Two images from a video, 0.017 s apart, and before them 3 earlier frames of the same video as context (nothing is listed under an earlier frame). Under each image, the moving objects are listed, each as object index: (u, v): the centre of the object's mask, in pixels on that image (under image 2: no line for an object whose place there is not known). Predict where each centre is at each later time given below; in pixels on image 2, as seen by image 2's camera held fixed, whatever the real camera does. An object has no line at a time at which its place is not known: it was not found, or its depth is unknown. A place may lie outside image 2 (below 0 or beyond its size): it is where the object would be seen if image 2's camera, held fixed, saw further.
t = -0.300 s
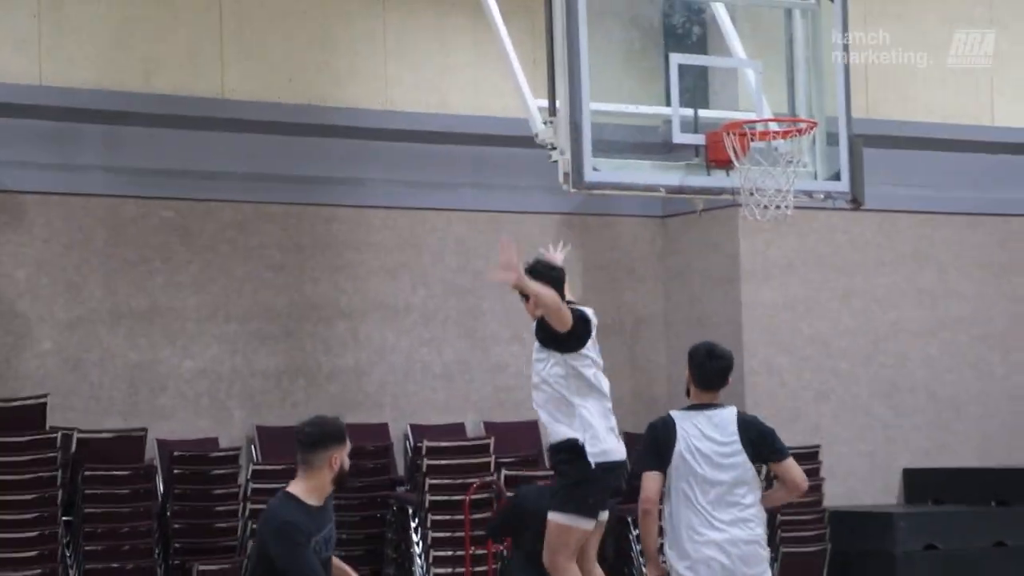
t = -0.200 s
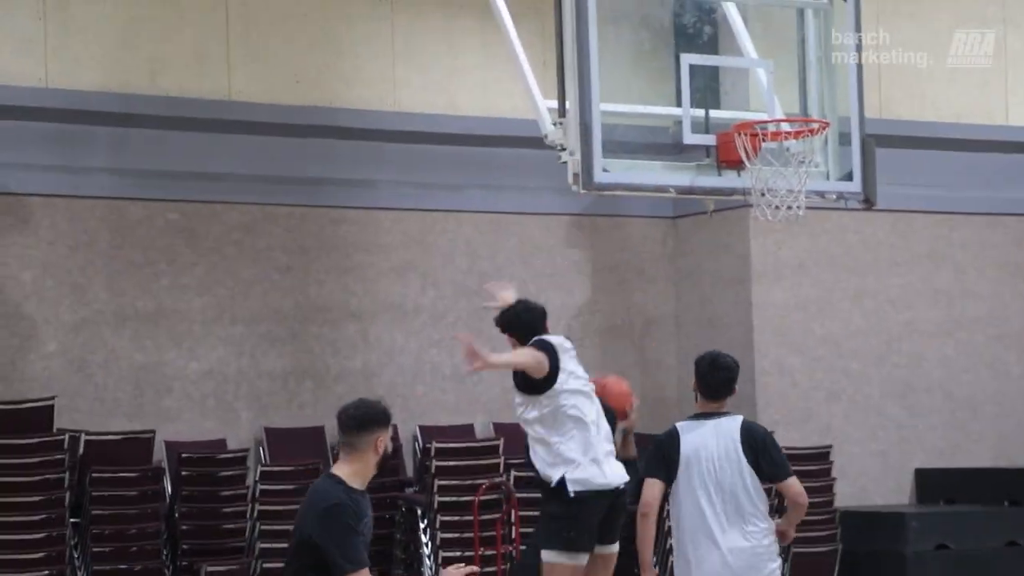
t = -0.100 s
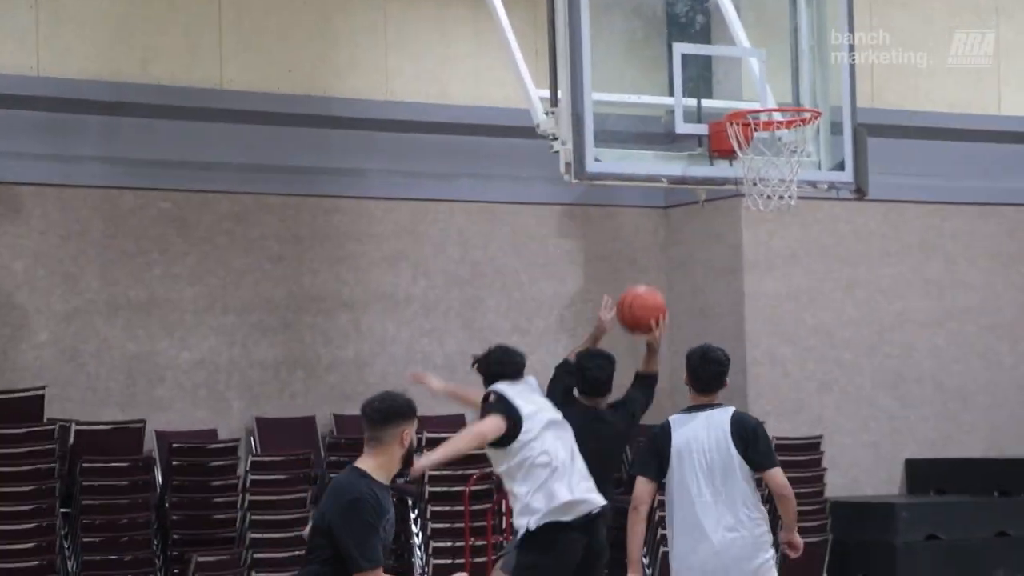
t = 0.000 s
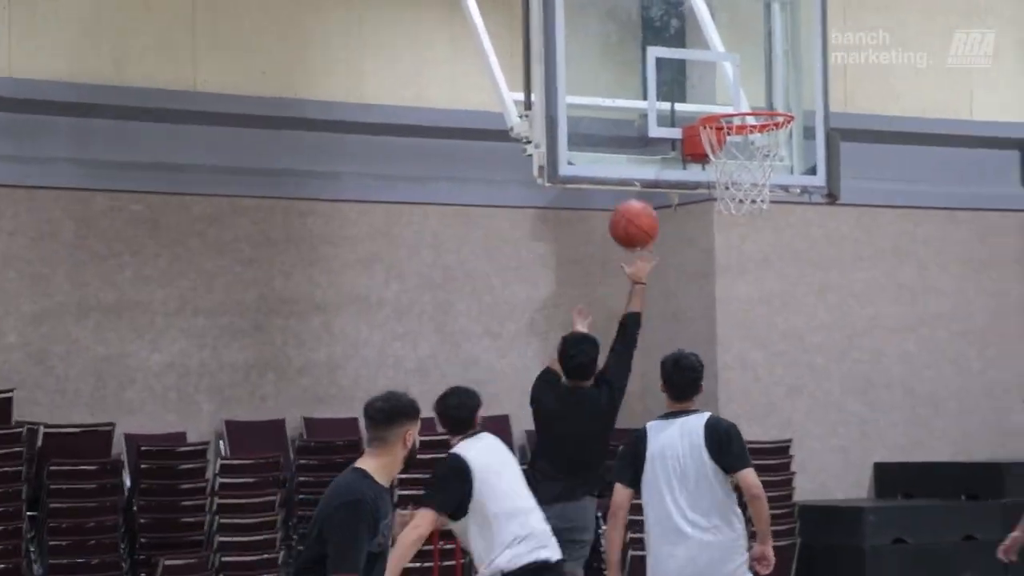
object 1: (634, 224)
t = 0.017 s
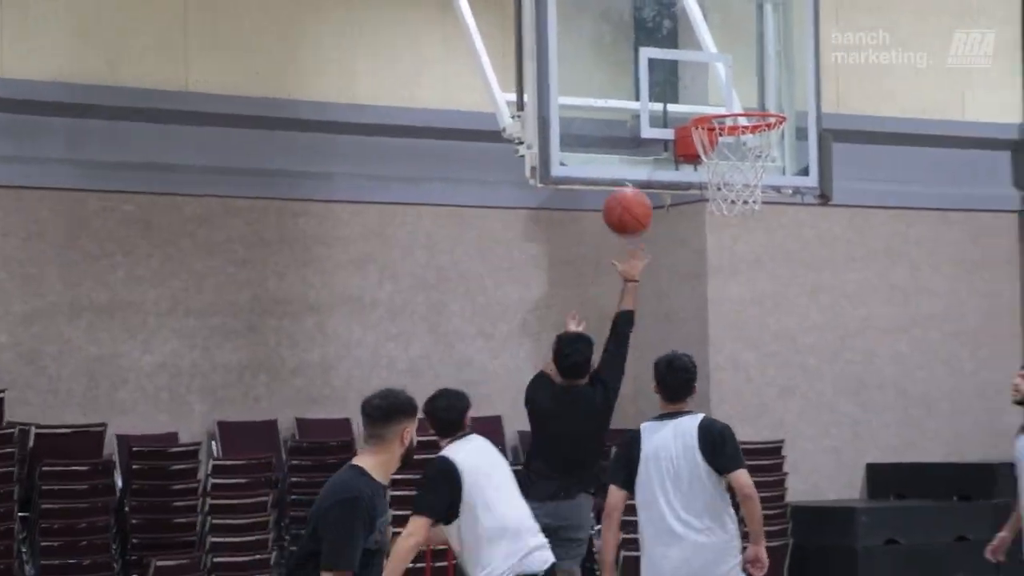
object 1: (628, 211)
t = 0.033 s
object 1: (629, 200)
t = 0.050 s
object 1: (631, 188)
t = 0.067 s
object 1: (632, 175)
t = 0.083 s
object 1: (633, 163)
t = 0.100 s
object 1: (635, 152)
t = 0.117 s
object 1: (638, 143)
